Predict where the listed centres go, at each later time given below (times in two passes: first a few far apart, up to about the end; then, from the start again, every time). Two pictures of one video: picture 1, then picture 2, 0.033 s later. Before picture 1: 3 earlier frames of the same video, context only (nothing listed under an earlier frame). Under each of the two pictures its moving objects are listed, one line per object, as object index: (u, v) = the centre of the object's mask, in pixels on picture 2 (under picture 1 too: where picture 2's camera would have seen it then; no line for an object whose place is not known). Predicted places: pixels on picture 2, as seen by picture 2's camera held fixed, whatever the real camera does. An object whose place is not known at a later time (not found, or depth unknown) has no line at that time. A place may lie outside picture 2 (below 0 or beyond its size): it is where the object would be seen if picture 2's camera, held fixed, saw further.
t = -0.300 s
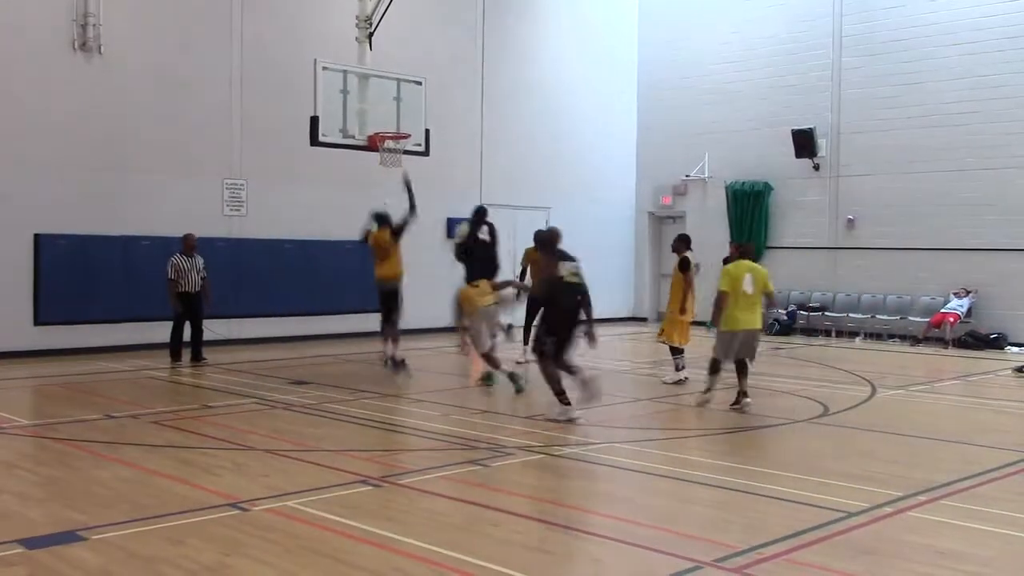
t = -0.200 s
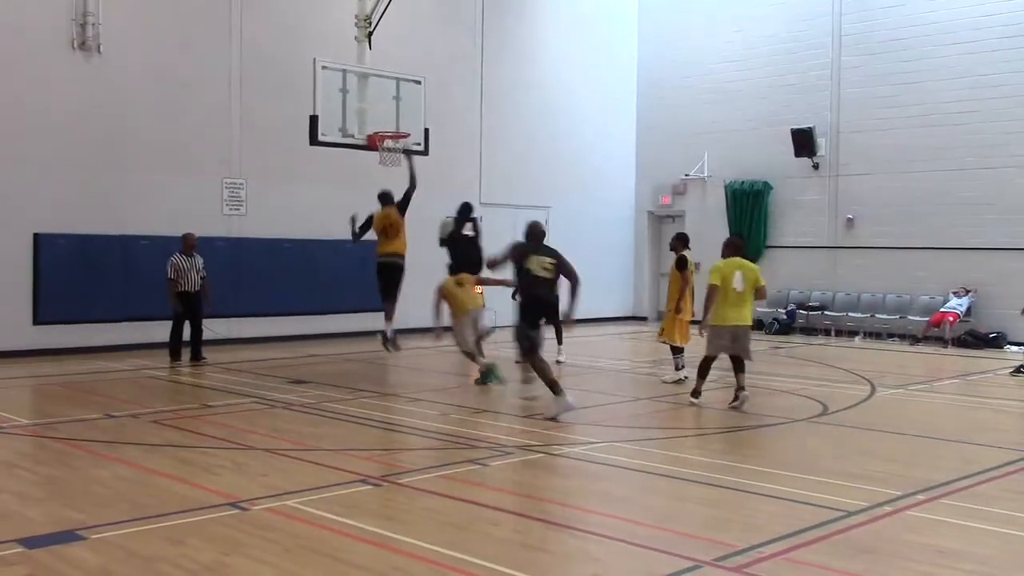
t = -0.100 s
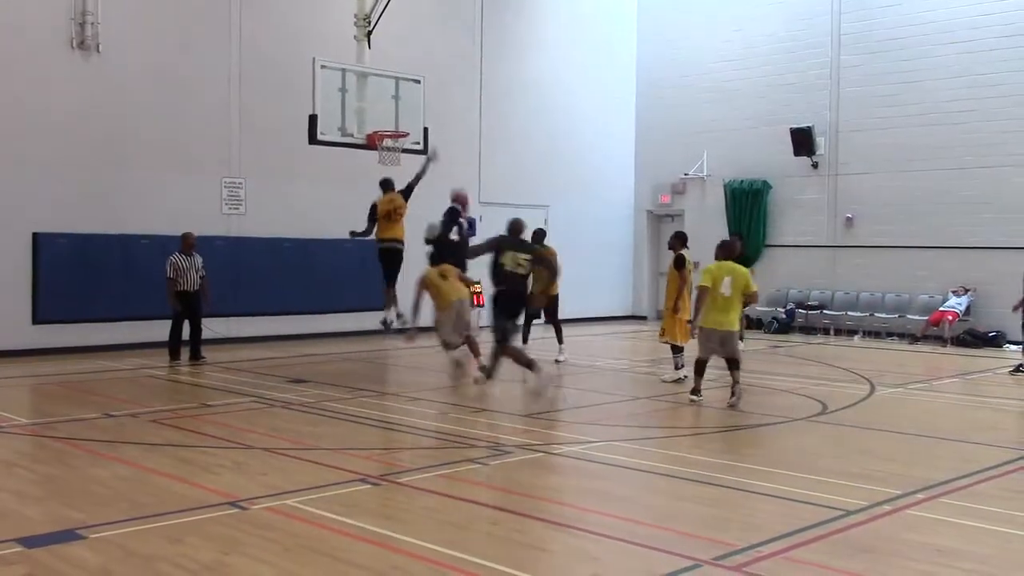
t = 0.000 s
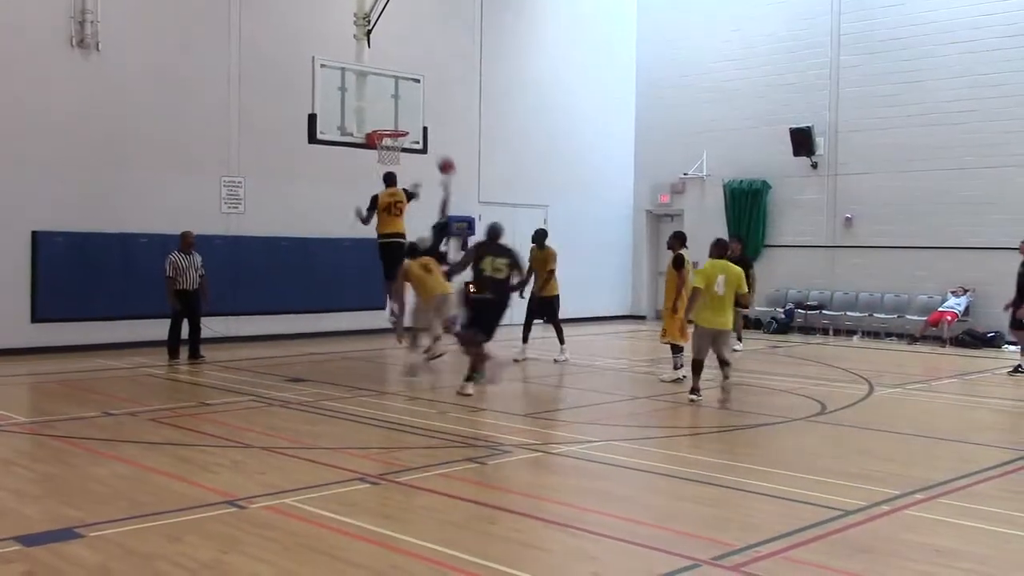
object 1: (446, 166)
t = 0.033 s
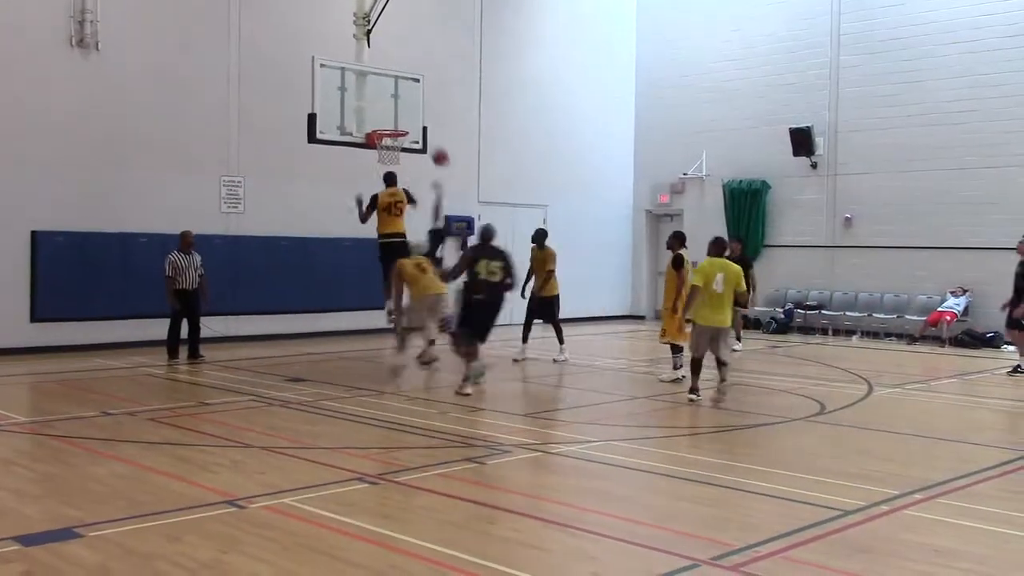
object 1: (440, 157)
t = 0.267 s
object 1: (403, 116)
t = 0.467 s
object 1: (402, 117)
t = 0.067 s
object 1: (435, 149)
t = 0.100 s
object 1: (429, 141)
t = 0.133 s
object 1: (422, 134)
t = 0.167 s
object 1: (416, 128)
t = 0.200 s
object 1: (410, 122)
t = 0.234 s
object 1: (404, 118)
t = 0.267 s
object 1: (403, 116)
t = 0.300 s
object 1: (403, 114)
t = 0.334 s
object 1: (403, 113)
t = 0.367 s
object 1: (402, 113)
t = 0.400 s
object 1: (402, 113)
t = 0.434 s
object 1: (402, 115)
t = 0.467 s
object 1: (402, 117)
